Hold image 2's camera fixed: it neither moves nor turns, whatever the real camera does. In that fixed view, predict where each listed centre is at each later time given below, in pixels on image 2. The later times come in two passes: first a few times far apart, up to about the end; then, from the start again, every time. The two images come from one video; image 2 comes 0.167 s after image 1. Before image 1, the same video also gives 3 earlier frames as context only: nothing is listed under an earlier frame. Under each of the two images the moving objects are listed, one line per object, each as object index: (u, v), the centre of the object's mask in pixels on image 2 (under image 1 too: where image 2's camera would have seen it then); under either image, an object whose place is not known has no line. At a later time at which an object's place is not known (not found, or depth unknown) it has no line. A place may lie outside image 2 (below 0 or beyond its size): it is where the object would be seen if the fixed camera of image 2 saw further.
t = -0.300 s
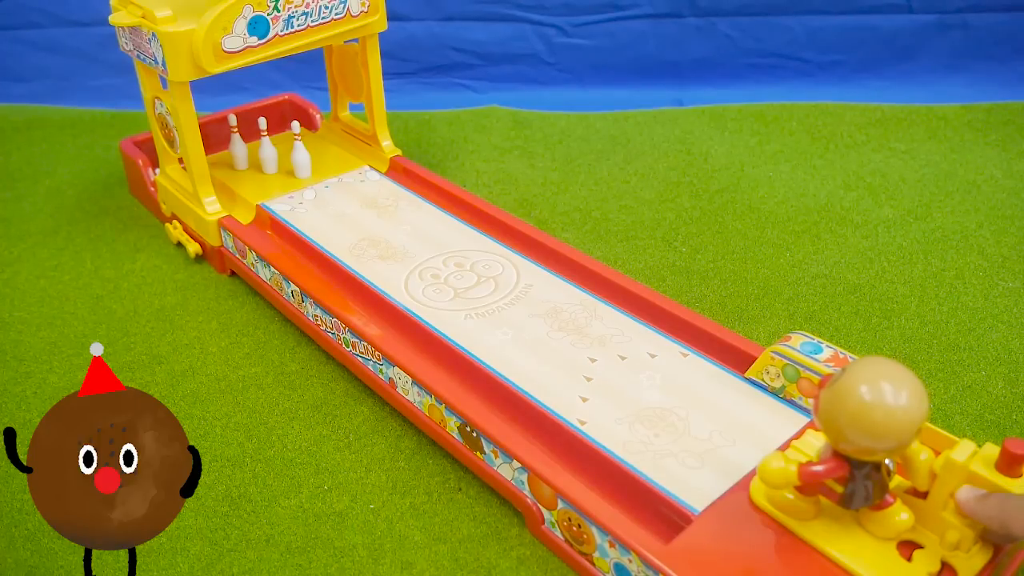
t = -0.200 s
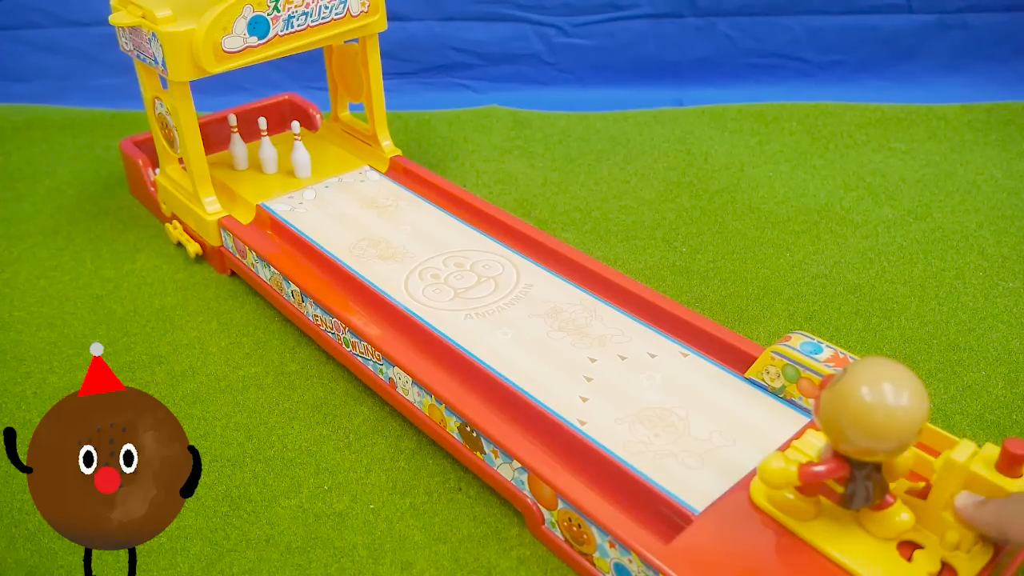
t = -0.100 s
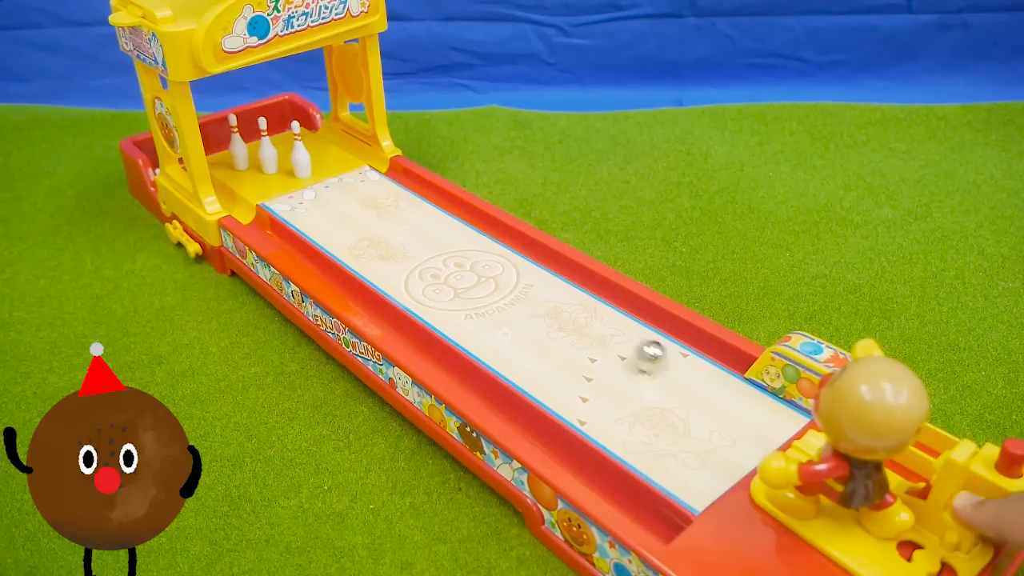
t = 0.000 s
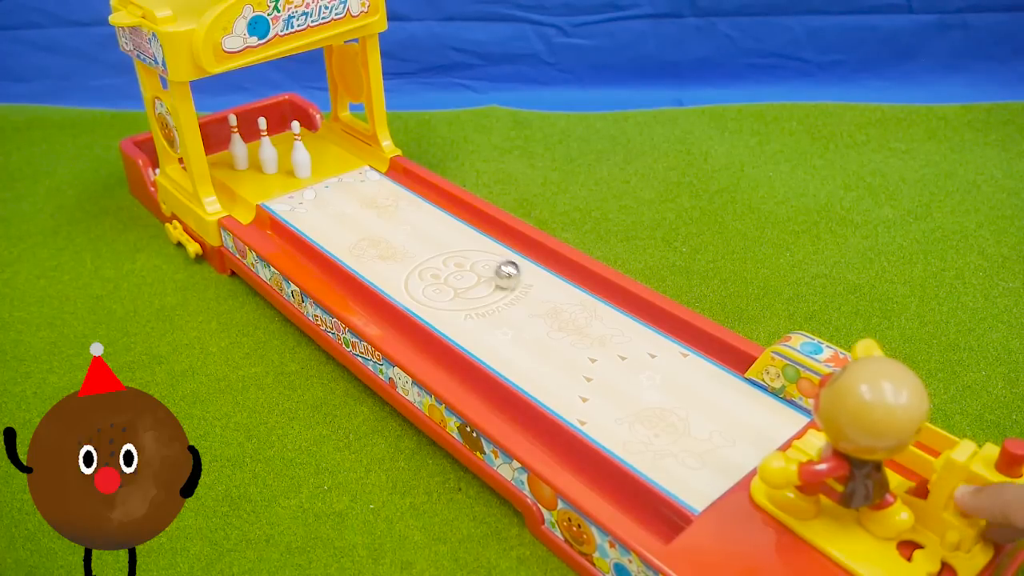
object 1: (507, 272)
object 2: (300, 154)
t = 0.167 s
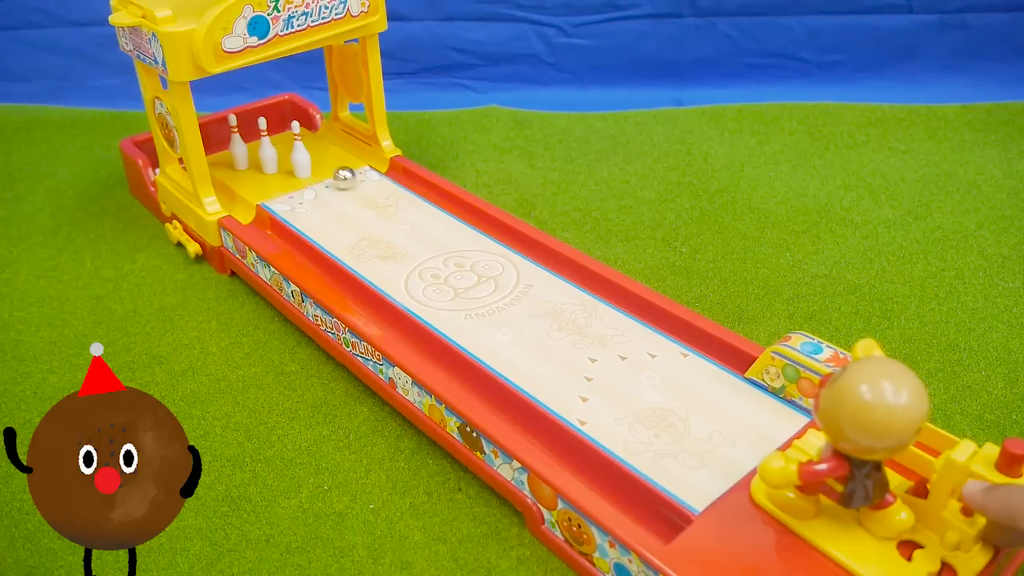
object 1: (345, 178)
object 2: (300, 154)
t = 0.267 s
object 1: (286, 134)
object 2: (260, 173)
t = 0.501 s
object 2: (250, 182)
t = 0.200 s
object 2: (295, 152)
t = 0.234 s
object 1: (302, 147)
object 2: (276, 163)
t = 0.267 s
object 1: (286, 134)
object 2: (260, 173)
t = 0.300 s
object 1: (272, 123)
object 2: (251, 176)
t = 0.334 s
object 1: (259, 121)
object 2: (246, 180)
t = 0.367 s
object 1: (259, 134)
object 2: (248, 178)
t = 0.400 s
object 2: (250, 179)
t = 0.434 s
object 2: (250, 181)
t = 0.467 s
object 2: (250, 182)
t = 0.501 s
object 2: (250, 182)
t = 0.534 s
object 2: (250, 181)
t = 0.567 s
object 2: (250, 180)
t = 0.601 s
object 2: (251, 179)
